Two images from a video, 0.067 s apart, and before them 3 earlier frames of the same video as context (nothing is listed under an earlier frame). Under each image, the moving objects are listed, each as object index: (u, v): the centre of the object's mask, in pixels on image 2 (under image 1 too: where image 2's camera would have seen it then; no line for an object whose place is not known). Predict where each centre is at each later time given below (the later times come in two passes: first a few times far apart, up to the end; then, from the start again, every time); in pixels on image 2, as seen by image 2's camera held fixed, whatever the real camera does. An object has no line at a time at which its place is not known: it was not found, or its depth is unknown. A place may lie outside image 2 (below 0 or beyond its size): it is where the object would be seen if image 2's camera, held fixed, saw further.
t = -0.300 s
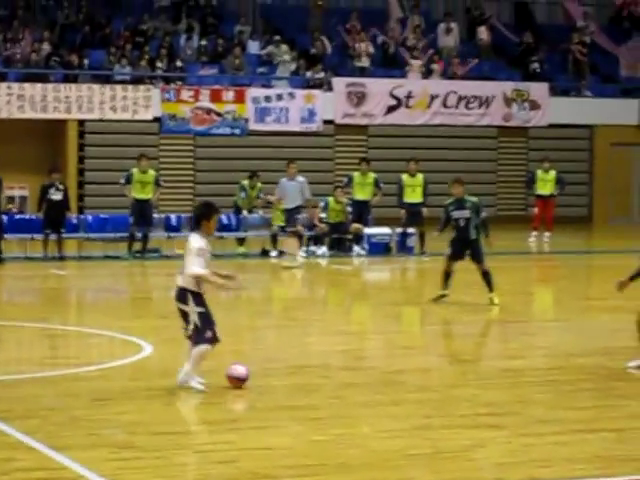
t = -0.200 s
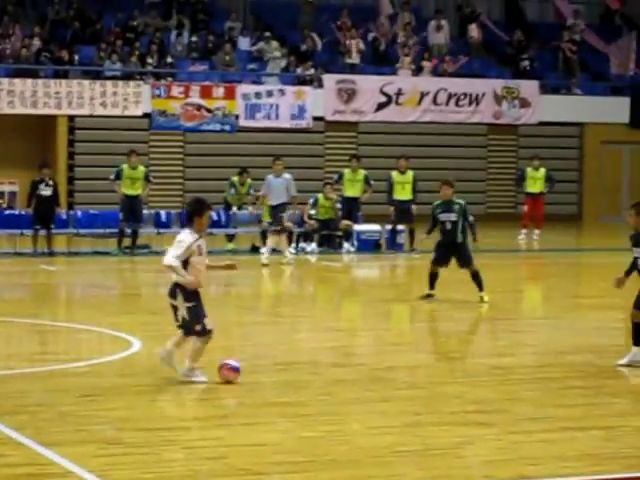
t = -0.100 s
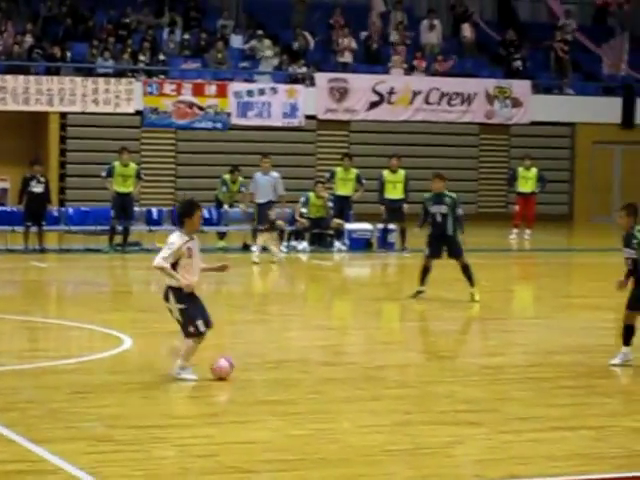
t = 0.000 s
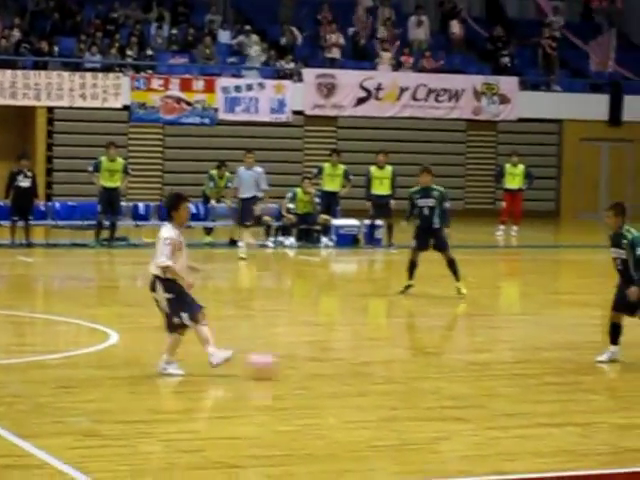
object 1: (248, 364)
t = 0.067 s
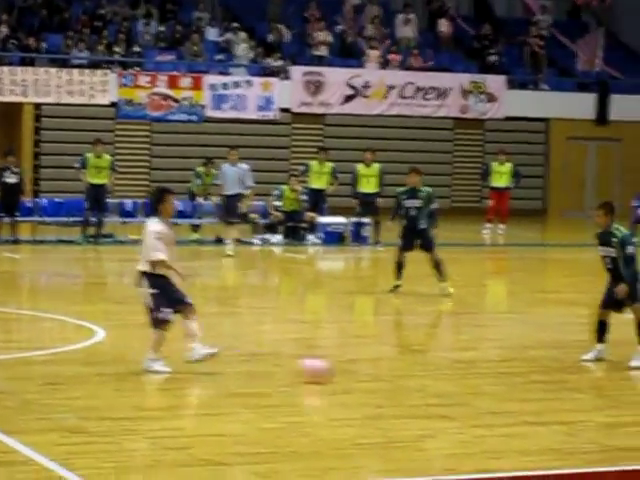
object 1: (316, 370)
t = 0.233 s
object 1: (477, 386)
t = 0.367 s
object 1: (608, 400)
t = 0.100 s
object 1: (347, 374)
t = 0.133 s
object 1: (379, 377)
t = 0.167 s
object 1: (412, 380)
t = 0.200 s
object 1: (444, 383)
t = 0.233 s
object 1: (477, 386)
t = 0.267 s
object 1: (510, 390)
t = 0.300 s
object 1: (544, 393)
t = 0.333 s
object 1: (577, 397)
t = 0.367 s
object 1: (608, 400)
